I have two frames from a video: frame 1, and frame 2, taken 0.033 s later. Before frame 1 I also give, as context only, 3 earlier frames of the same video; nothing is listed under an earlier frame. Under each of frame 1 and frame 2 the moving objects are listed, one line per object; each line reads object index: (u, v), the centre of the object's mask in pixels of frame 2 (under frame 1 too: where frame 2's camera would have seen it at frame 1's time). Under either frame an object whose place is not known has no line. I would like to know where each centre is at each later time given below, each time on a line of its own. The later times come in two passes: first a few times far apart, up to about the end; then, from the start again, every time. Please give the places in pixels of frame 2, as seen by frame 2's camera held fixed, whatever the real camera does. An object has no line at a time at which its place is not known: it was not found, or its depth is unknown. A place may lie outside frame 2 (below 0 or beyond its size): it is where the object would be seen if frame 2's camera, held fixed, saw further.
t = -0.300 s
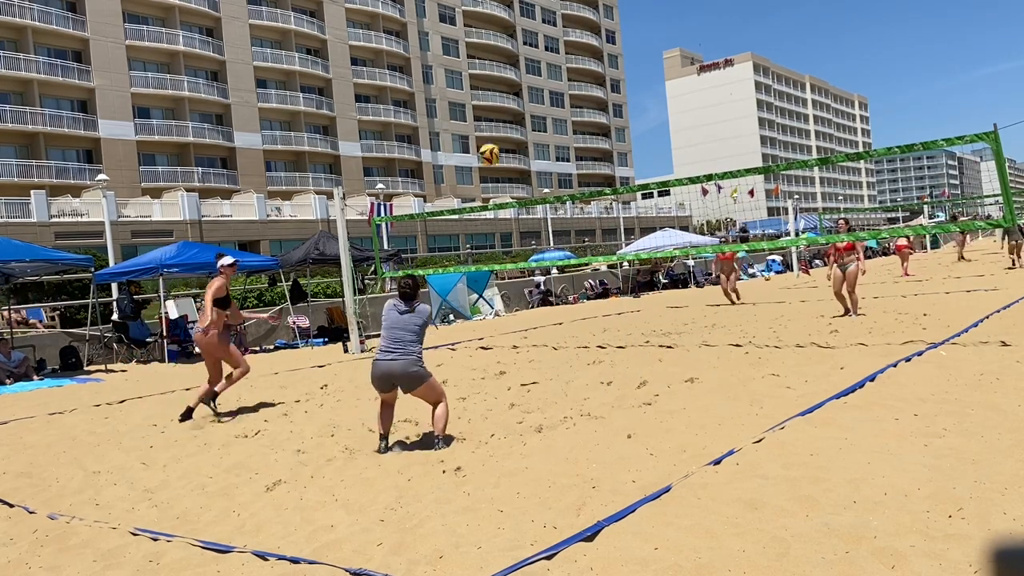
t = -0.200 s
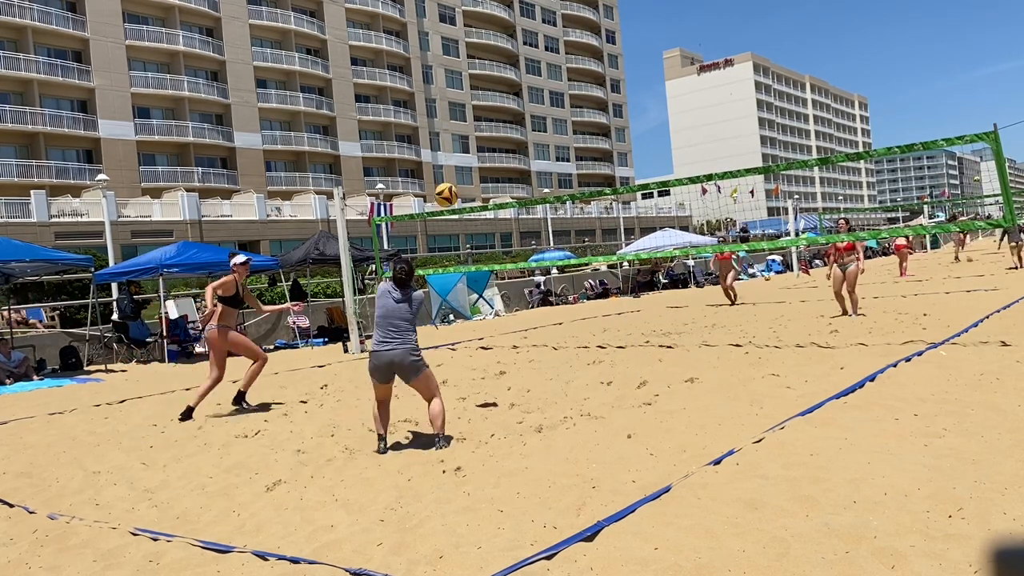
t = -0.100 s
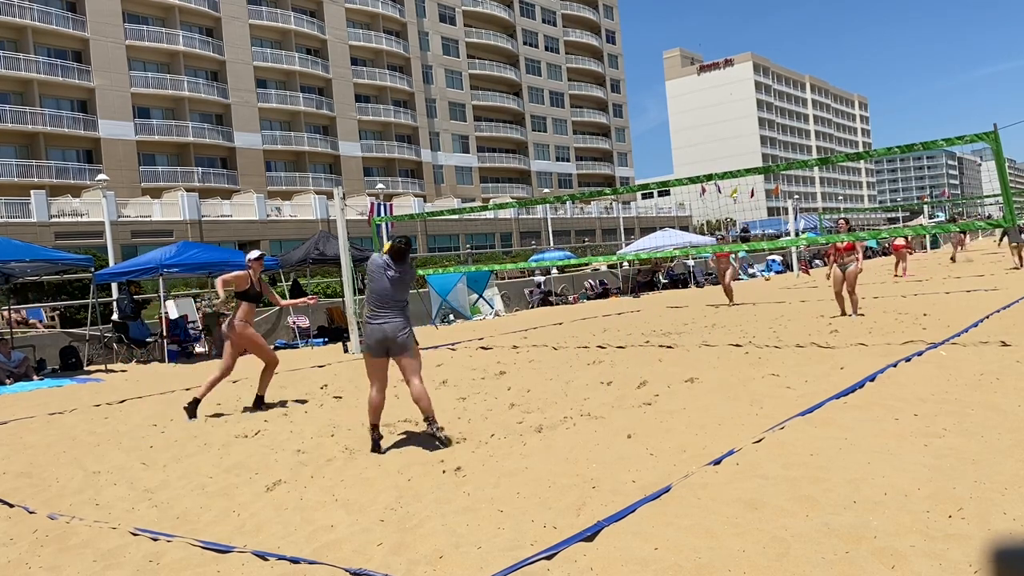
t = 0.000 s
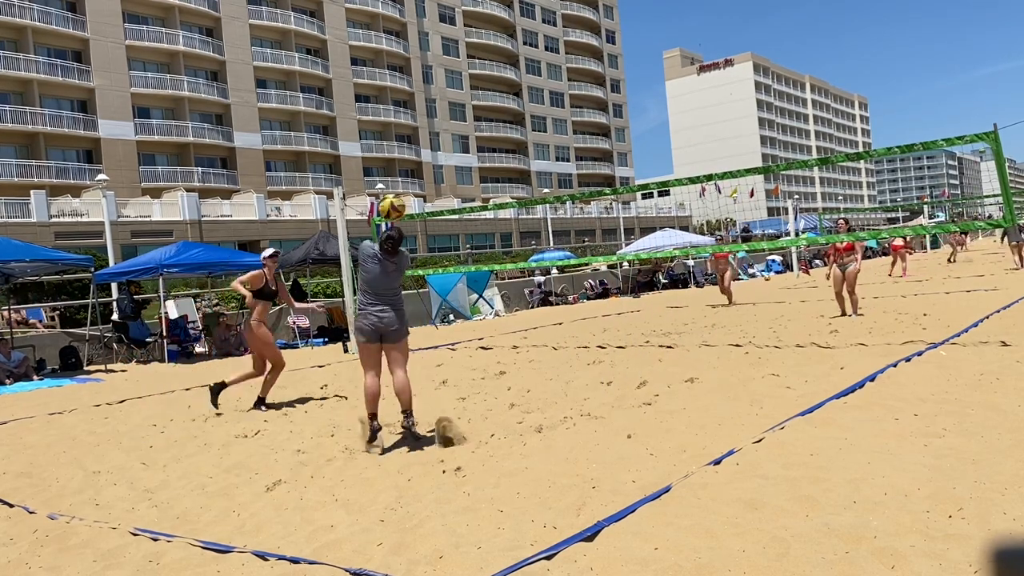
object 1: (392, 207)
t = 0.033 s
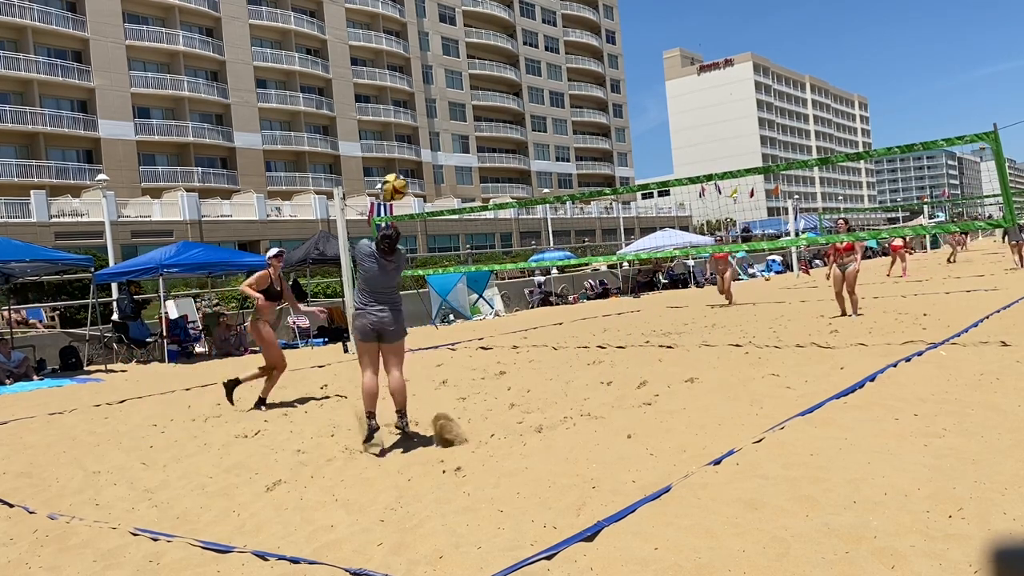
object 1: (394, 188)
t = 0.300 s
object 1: (422, 75)
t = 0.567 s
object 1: (456, 50)
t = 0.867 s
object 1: (503, 122)
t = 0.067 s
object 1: (397, 168)
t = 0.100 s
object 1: (400, 150)
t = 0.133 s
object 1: (404, 134)
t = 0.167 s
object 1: (408, 119)
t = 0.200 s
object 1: (411, 106)
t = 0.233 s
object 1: (413, 94)
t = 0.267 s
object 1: (418, 84)
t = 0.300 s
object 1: (422, 75)
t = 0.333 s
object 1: (426, 67)
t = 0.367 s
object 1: (430, 61)
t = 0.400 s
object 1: (434, 55)
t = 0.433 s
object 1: (439, 51)
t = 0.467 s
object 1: (443, 49)
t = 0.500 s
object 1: (447, 48)
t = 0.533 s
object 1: (452, 48)
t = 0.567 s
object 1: (456, 50)
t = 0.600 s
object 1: (461, 53)
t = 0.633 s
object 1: (466, 57)
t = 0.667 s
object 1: (471, 63)
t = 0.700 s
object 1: (476, 70)
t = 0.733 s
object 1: (481, 78)
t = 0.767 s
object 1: (486, 87)
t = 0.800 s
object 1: (492, 98)
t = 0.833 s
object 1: (497, 109)
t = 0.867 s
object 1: (503, 122)
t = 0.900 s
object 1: (509, 136)
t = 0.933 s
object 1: (514, 150)
